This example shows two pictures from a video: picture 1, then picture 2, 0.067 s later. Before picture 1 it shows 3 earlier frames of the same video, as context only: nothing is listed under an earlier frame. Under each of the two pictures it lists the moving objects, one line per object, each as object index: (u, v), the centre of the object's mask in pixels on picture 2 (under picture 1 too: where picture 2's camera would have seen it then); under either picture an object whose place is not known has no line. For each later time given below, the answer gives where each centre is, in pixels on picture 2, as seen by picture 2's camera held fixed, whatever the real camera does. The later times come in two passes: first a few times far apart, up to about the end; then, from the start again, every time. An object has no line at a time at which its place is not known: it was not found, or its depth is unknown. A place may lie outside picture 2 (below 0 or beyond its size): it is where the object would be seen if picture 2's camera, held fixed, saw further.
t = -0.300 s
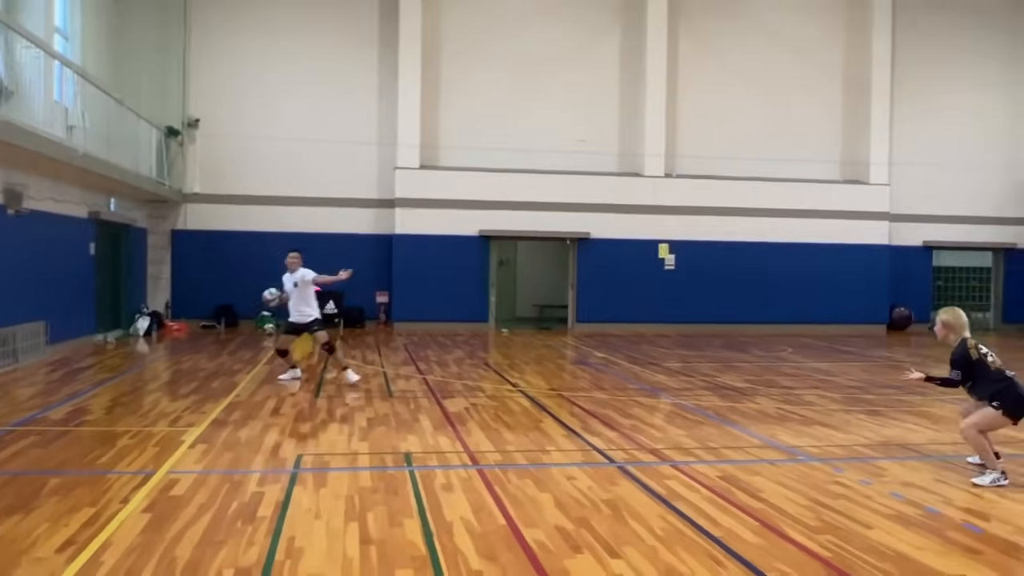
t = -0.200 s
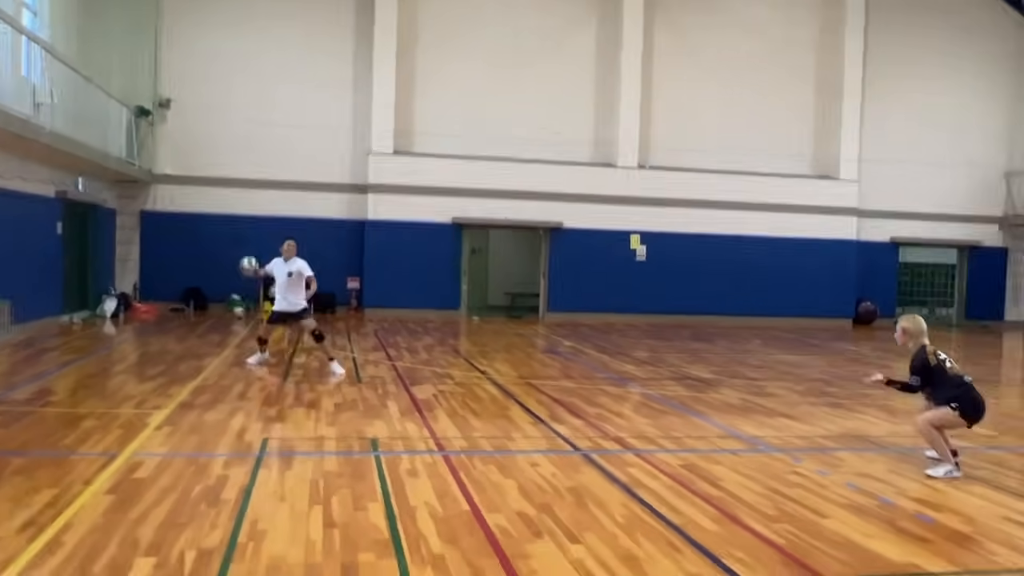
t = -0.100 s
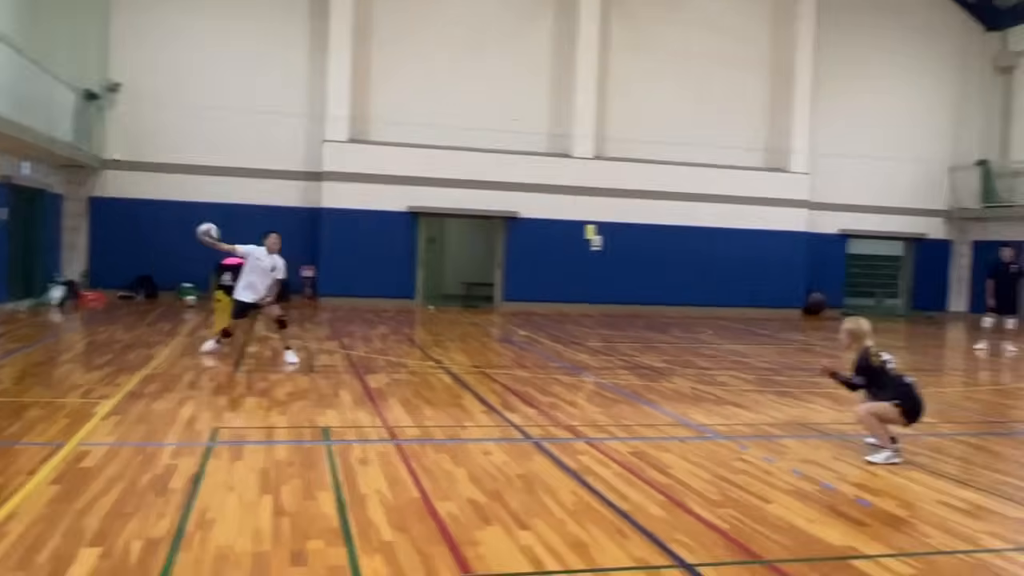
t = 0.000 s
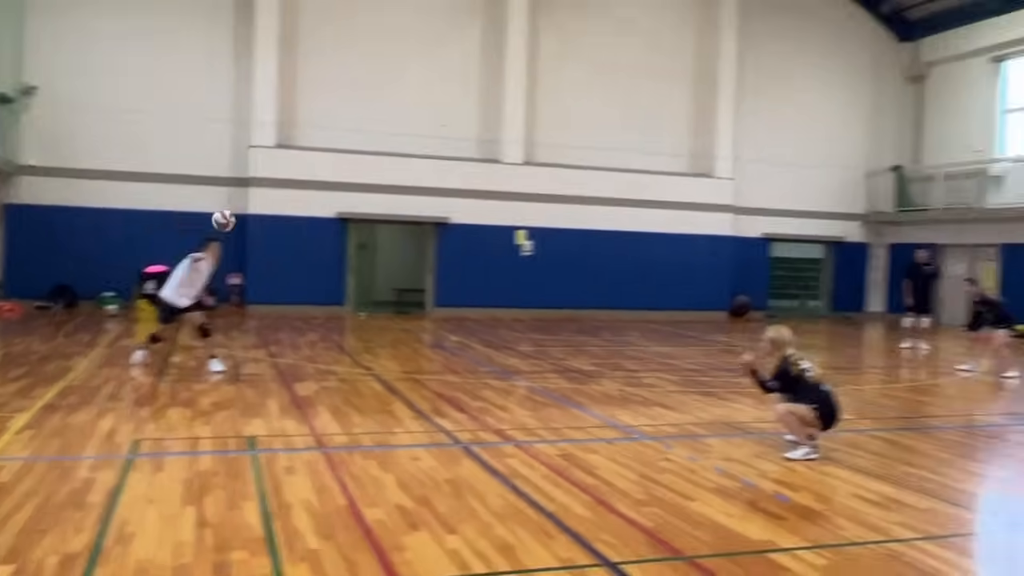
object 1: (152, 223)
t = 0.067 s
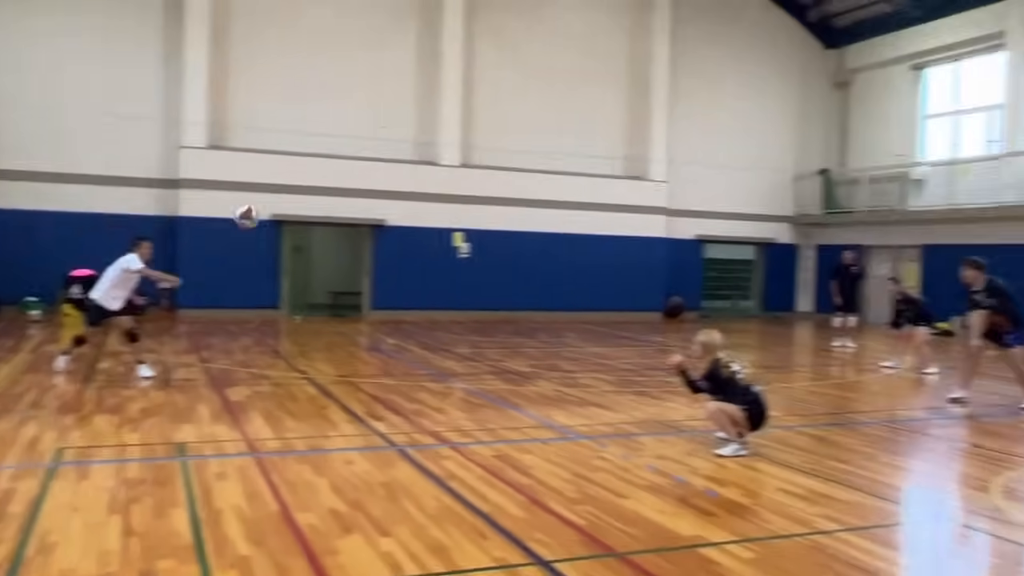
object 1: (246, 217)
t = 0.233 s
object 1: (523, 208)
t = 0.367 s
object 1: (807, 215)
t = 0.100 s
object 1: (296, 213)
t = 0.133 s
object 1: (349, 210)
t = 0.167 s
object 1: (403, 209)
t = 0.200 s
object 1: (462, 209)
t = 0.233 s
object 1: (523, 208)
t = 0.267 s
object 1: (587, 209)
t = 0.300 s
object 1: (655, 211)
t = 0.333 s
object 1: (729, 213)
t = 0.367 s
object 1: (807, 215)
